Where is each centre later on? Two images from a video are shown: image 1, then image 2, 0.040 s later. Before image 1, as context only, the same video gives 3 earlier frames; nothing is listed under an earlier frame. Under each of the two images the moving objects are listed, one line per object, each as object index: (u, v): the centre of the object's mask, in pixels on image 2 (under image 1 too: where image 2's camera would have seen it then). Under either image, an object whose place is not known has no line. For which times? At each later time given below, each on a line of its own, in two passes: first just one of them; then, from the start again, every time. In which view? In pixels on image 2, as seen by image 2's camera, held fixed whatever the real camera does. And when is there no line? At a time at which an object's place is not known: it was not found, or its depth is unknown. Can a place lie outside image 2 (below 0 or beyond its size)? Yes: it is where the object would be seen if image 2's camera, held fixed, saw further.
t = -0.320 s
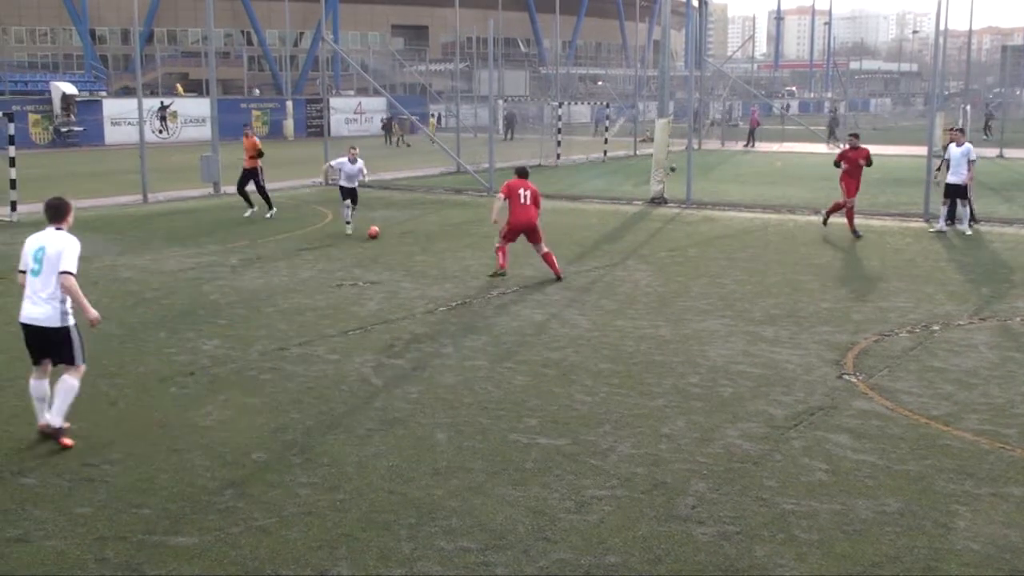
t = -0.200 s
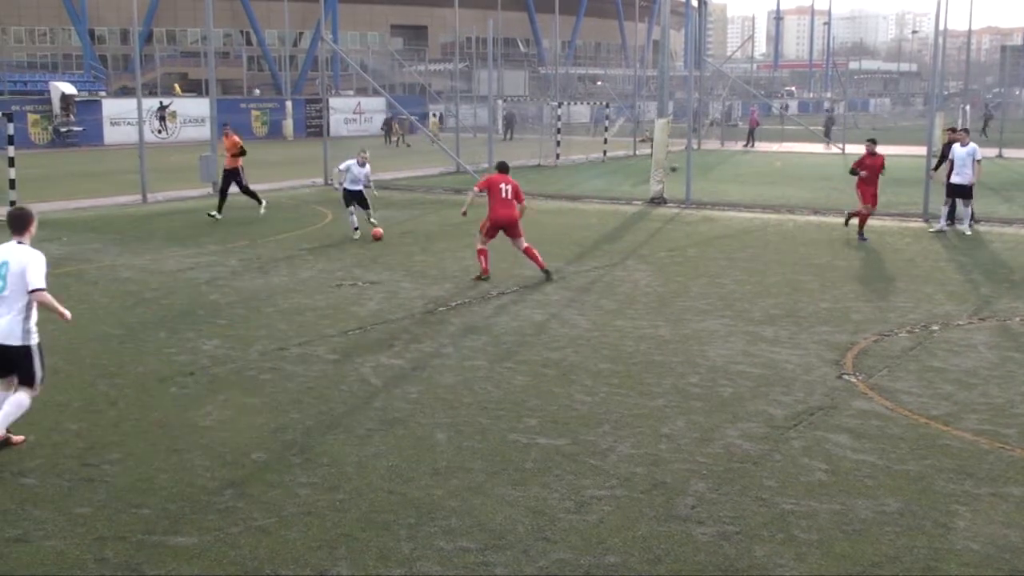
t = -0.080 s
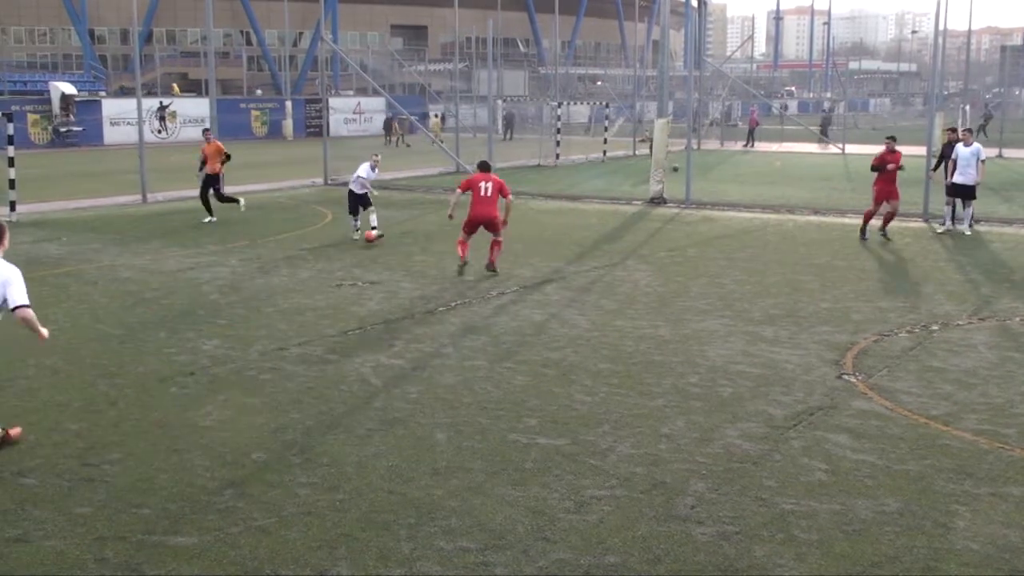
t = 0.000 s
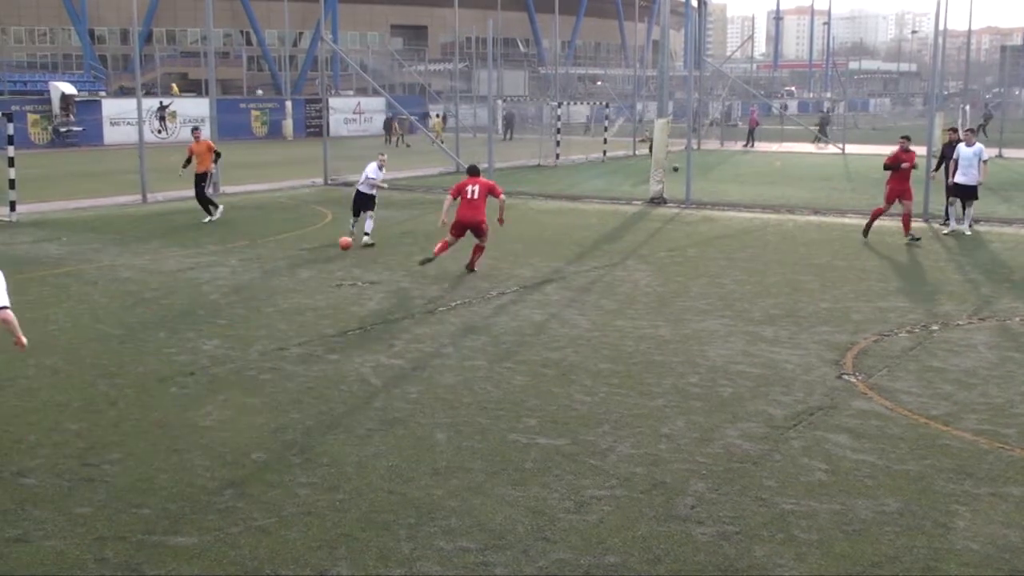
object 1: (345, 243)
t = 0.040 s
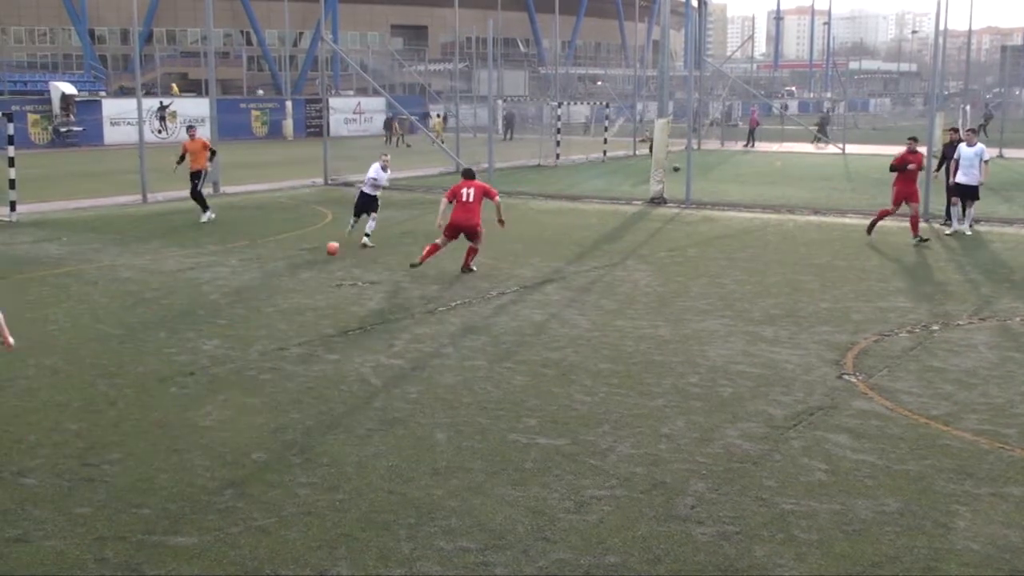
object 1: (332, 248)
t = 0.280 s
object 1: (232, 289)
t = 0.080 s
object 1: (317, 255)
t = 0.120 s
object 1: (302, 263)
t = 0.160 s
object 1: (285, 272)
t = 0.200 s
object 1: (269, 276)
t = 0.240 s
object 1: (251, 281)
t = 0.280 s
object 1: (232, 289)
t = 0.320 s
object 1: (211, 297)
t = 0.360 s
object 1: (190, 305)
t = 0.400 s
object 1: (167, 311)
